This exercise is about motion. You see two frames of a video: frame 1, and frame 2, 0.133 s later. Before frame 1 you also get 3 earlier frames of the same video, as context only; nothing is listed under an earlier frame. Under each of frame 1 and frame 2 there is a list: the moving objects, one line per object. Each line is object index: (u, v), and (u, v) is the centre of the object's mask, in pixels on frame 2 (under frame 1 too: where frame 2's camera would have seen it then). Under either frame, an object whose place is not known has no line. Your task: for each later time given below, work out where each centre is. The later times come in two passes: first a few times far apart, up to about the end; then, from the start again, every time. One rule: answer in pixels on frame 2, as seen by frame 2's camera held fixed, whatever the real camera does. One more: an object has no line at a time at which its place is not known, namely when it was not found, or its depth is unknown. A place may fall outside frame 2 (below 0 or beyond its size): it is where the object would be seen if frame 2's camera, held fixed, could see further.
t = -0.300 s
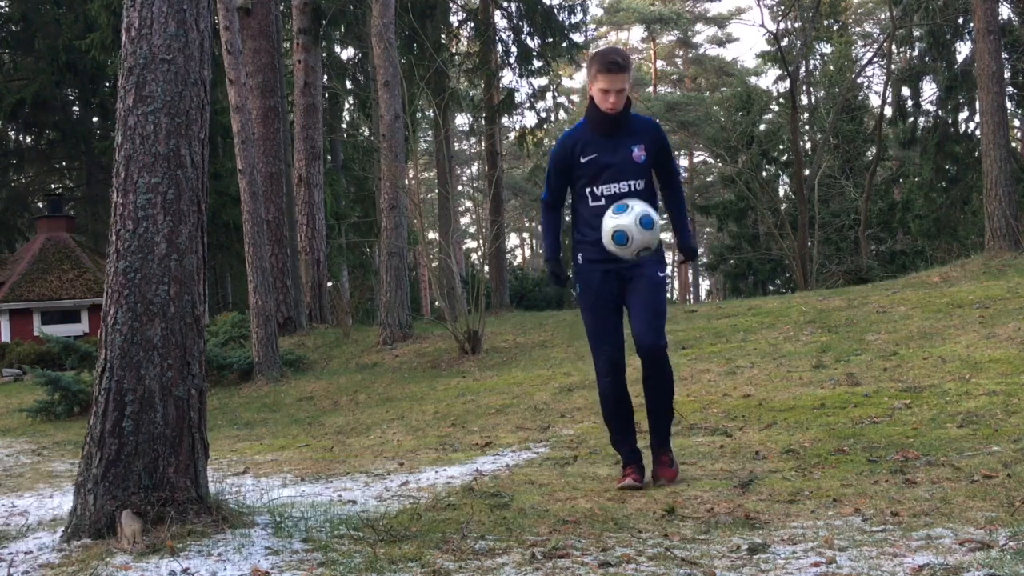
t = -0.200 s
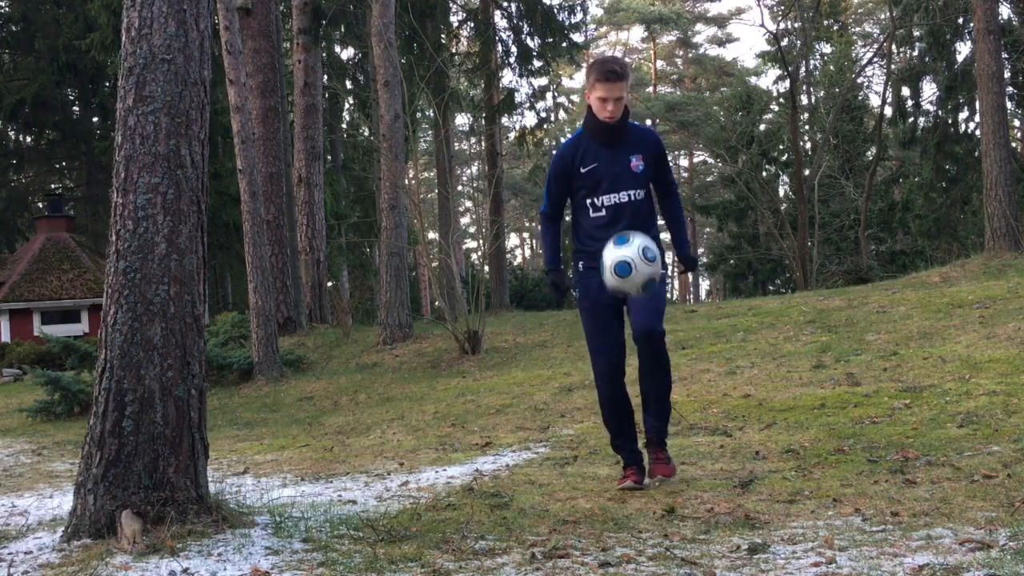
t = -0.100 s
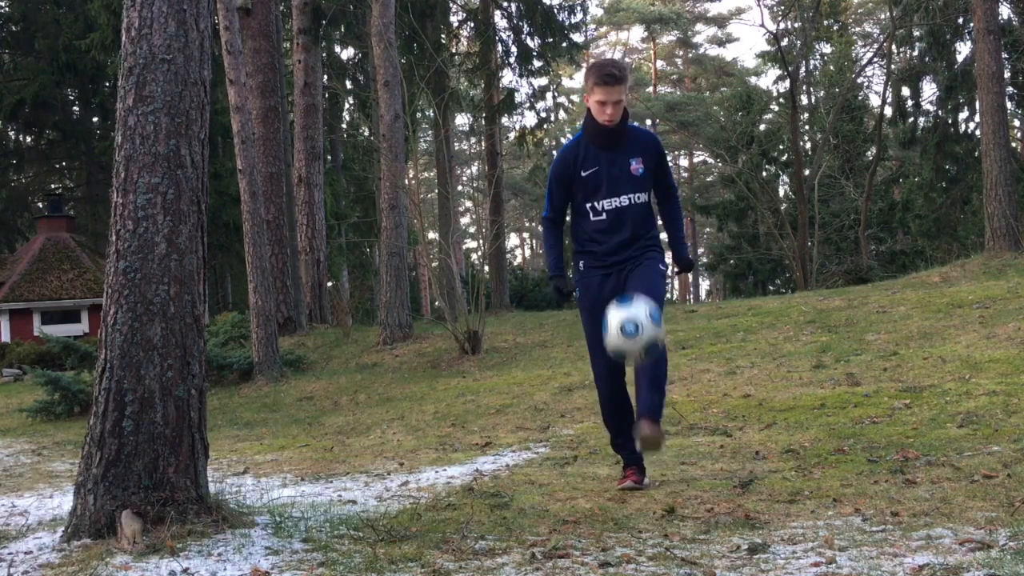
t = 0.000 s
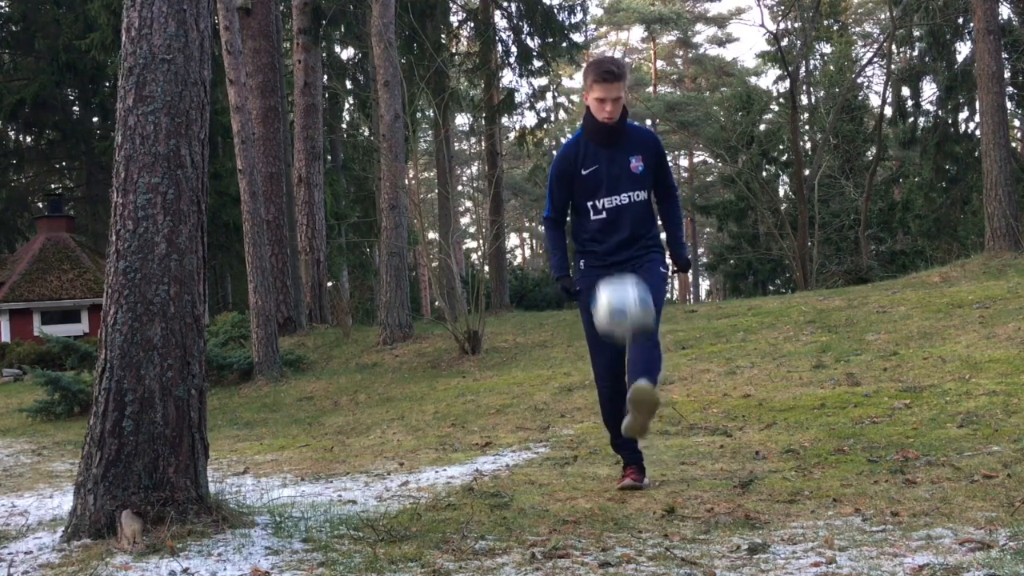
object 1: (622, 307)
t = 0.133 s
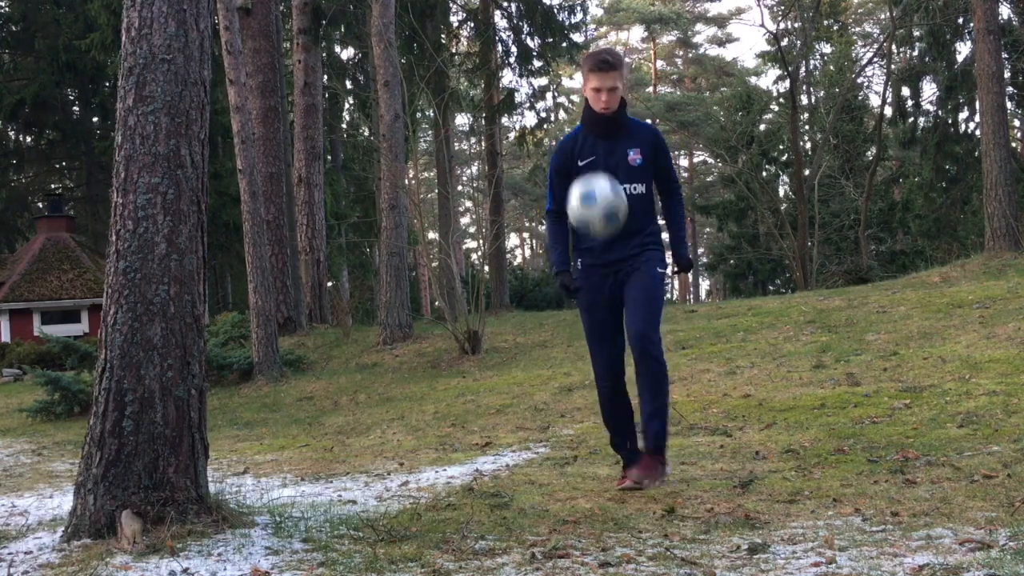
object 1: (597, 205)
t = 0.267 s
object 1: (576, 150)
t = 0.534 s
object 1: (546, 176)
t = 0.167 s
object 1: (591, 186)
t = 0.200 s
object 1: (585, 170)
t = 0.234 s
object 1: (580, 159)
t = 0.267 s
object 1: (576, 150)
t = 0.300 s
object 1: (571, 143)
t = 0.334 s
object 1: (567, 140)
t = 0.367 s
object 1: (563, 139)
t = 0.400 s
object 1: (559, 140)
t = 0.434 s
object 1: (556, 145)
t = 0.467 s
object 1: (553, 154)
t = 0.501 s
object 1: (549, 164)
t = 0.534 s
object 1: (546, 176)
